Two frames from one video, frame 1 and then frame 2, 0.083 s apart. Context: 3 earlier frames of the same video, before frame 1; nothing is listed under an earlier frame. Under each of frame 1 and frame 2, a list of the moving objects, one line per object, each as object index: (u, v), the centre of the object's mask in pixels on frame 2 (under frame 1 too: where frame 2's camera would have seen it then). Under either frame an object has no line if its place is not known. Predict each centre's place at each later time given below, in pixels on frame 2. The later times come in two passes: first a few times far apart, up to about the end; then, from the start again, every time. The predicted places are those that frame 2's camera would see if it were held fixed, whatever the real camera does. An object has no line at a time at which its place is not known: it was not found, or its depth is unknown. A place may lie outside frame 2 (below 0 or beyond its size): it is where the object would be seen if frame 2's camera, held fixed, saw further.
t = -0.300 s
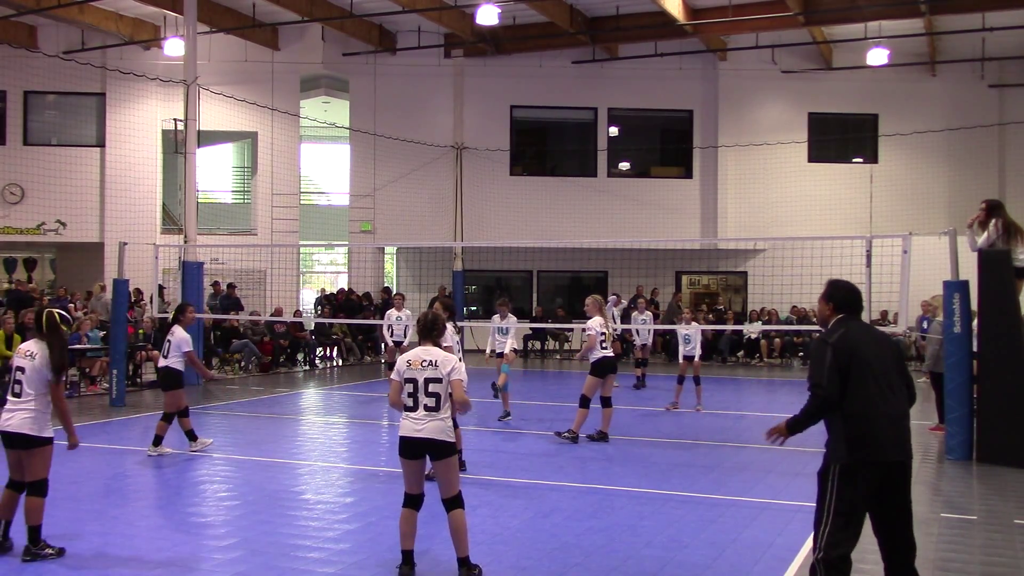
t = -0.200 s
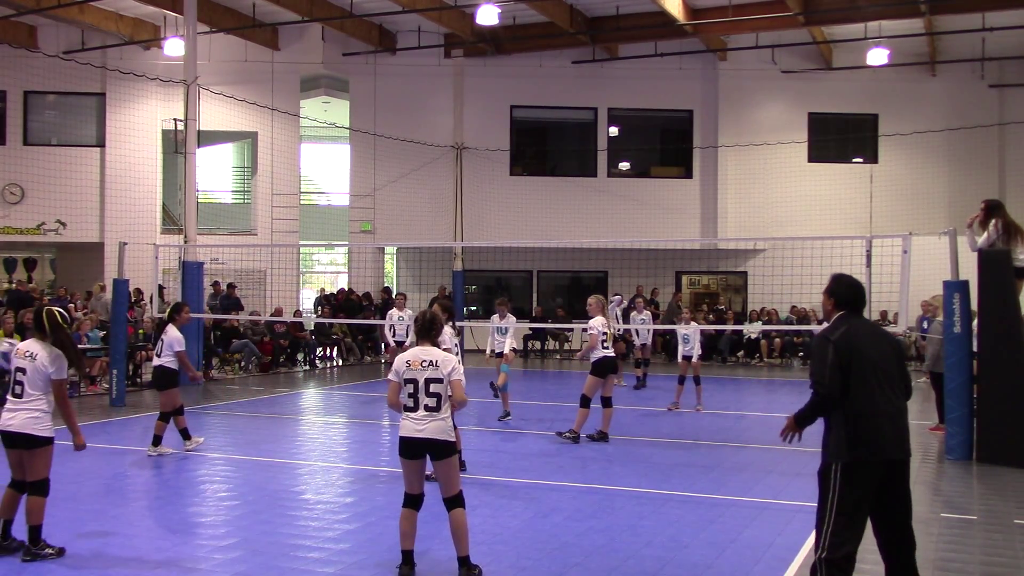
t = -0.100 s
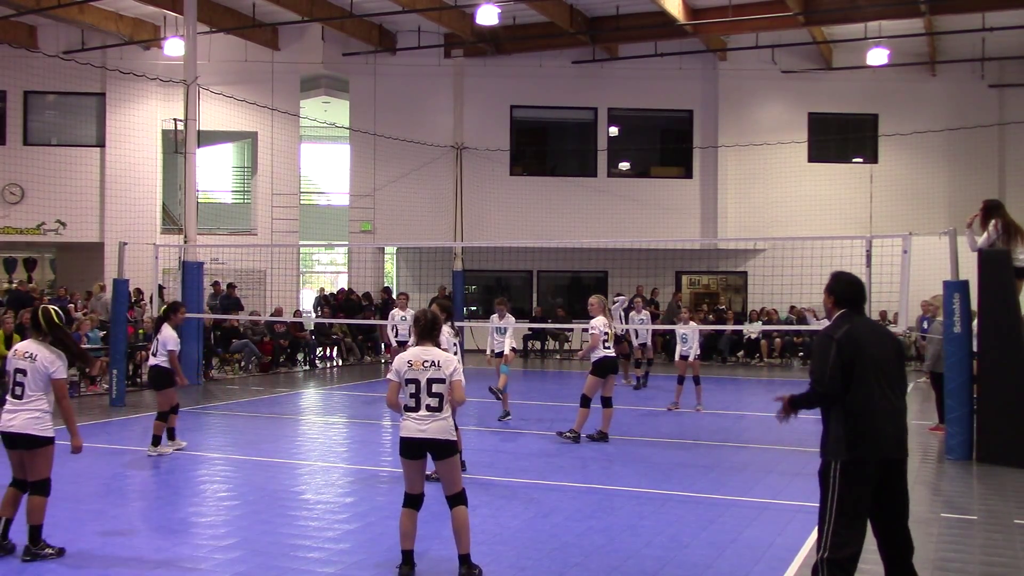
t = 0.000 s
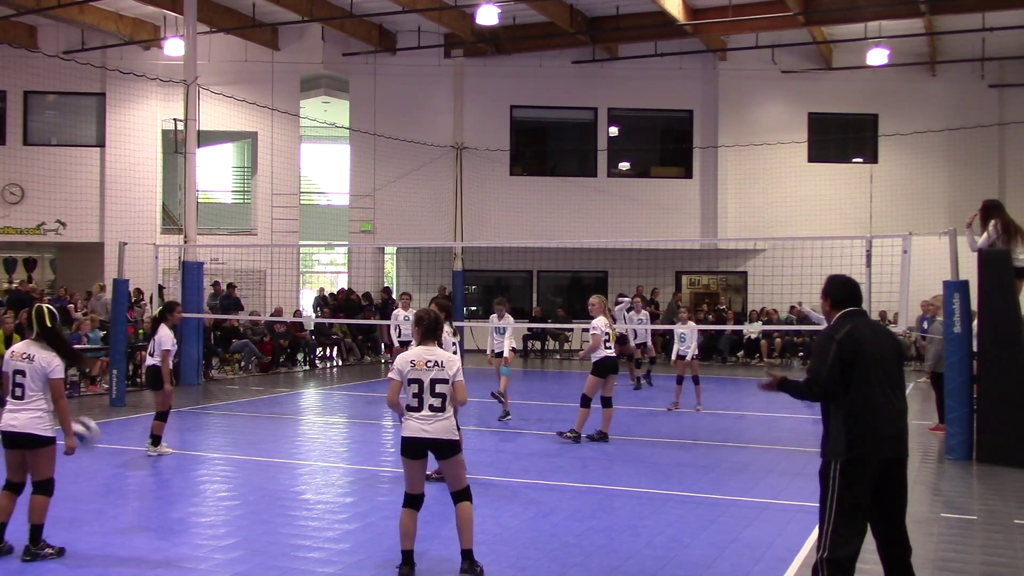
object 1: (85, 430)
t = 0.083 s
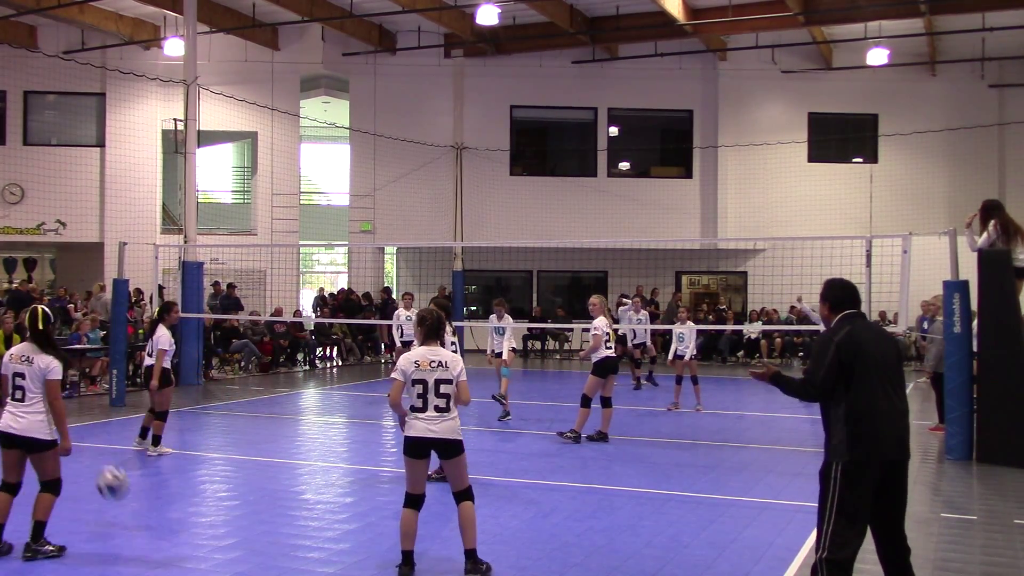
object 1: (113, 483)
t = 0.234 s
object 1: (164, 465)
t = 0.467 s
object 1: (240, 404)
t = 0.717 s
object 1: (316, 421)
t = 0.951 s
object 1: (384, 498)
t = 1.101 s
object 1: (424, 453)
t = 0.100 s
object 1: (117, 493)
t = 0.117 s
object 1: (124, 506)
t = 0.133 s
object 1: (130, 514)
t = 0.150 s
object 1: (136, 505)
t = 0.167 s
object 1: (141, 496)
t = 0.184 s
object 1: (147, 488)
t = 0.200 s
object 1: (153, 480)
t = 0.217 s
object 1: (159, 472)
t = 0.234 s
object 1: (164, 465)
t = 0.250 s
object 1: (170, 458)
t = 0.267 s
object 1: (177, 451)
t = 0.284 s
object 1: (182, 445)
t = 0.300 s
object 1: (187, 440)
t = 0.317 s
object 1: (191, 434)
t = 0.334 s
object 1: (197, 430)
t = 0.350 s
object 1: (202, 425)
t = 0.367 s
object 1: (208, 421)
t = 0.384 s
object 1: (213, 417)
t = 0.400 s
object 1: (219, 414)
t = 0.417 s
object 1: (224, 411)
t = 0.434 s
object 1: (229, 408)
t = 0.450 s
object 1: (234, 406)
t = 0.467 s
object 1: (240, 404)
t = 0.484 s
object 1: (245, 403)
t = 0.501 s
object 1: (250, 401)
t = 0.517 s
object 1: (255, 401)
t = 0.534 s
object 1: (260, 400)
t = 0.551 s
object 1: (266, 400)
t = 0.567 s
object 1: (271, 401)
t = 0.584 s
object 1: (276, 402)
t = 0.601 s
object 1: (282, 403)
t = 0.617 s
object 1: (286, 404)
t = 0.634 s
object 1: (291, 406)
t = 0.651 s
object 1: (296, 408)
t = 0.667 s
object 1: (301, 411)
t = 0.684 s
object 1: (306, 414)
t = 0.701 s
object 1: (311, 417)
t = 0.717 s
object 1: (316, 421)
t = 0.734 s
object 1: (321, 424)
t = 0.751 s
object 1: (326, 429)
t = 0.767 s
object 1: (330, 434)
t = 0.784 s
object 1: (335, 438)
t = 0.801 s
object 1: (341, 444)
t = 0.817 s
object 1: (346, 450)
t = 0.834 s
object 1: (350, 455)
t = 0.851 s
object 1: (354, 461)
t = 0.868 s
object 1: (360, 469)
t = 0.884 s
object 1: (364, 477)
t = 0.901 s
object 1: (370, 484)
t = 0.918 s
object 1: (374, 491)
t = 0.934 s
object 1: (379, 500)
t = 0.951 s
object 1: (384, 498)
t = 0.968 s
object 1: (388, 490)
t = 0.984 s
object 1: (393, 484)
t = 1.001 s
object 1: (397, 479)
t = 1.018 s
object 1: (401, 474)
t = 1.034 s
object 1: (406, 469)
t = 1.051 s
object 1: (411, 463)
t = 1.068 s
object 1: (416, 459)
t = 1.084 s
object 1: (420, 456)
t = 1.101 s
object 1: (424, 453)
